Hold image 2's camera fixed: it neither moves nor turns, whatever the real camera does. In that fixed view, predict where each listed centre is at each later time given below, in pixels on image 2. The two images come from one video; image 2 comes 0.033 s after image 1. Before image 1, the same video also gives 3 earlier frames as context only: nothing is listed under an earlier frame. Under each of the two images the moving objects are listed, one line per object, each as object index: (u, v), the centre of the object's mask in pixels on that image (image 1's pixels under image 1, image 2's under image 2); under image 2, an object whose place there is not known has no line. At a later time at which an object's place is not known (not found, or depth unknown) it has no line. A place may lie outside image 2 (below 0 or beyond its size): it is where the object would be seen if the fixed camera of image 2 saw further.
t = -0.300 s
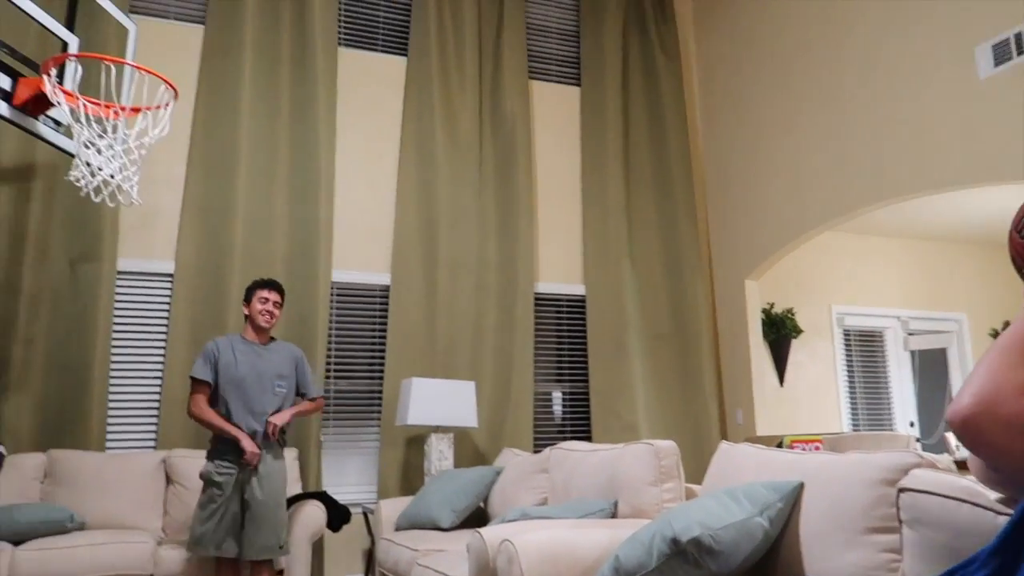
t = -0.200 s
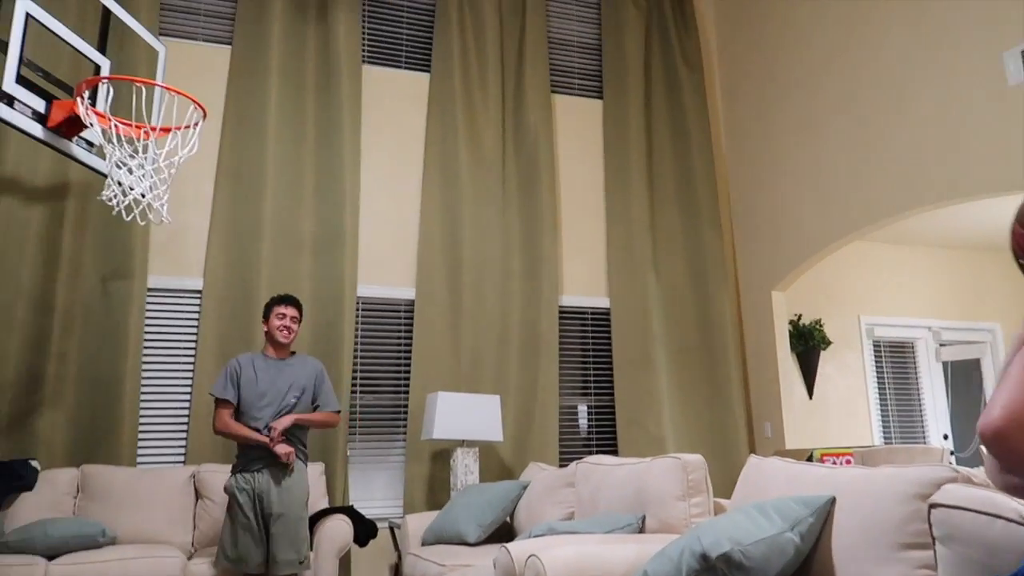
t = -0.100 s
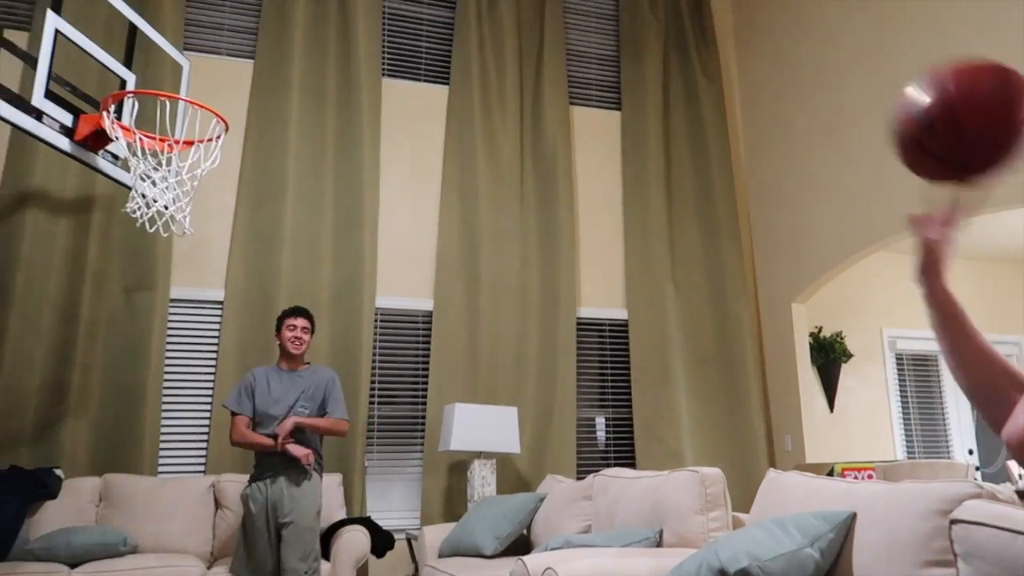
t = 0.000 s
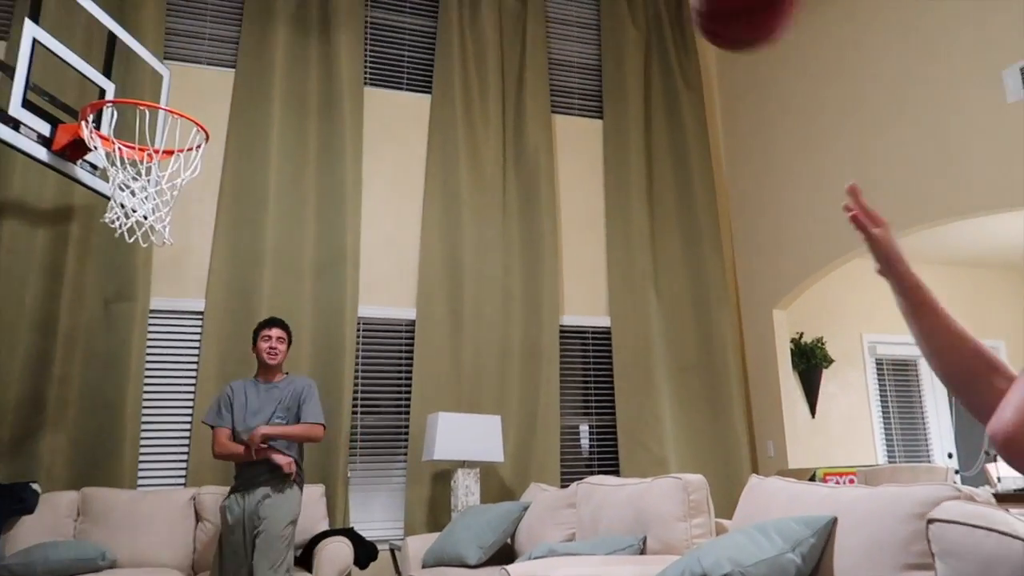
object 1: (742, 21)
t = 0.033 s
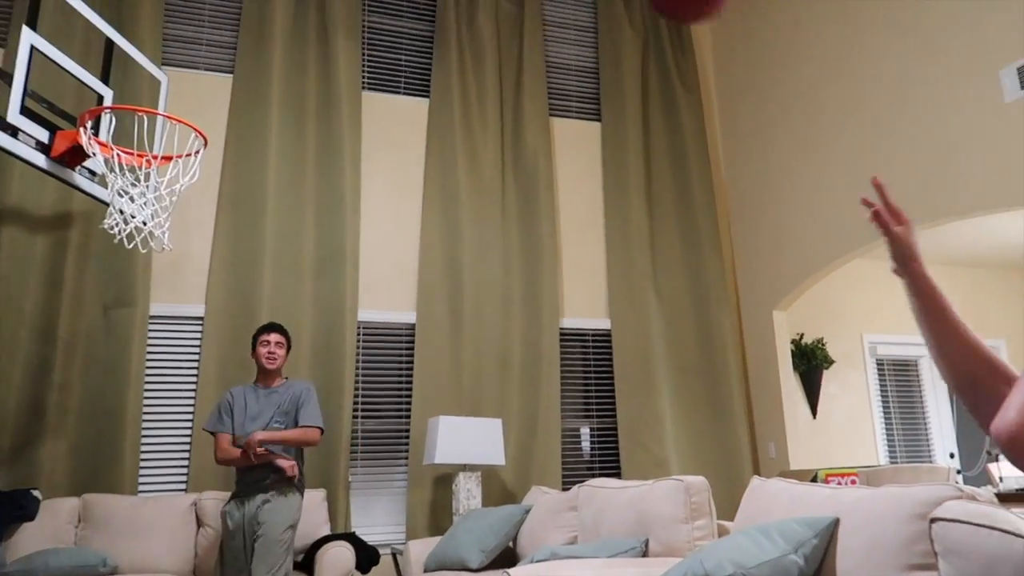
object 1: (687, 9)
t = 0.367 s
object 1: (353, -28)
